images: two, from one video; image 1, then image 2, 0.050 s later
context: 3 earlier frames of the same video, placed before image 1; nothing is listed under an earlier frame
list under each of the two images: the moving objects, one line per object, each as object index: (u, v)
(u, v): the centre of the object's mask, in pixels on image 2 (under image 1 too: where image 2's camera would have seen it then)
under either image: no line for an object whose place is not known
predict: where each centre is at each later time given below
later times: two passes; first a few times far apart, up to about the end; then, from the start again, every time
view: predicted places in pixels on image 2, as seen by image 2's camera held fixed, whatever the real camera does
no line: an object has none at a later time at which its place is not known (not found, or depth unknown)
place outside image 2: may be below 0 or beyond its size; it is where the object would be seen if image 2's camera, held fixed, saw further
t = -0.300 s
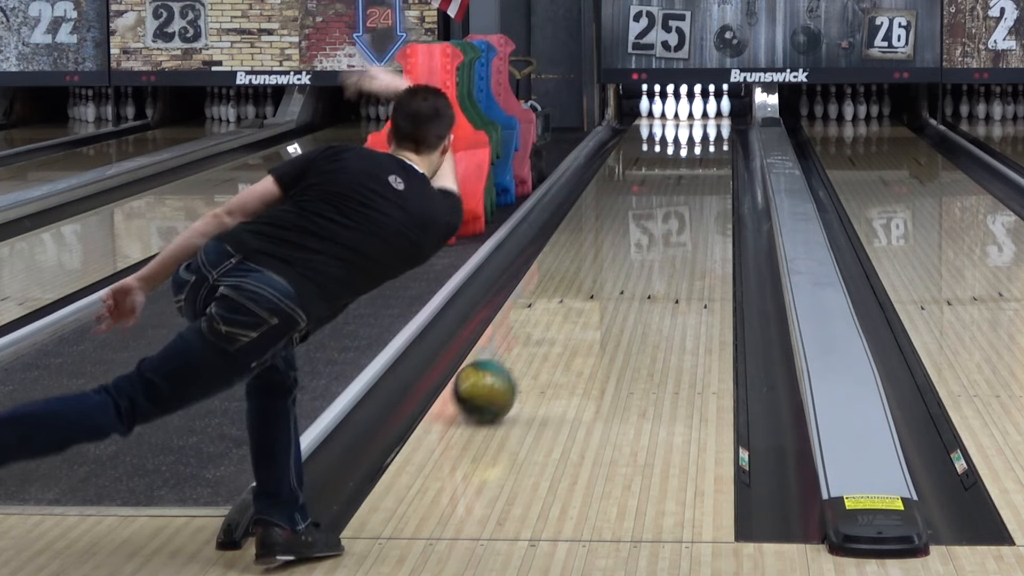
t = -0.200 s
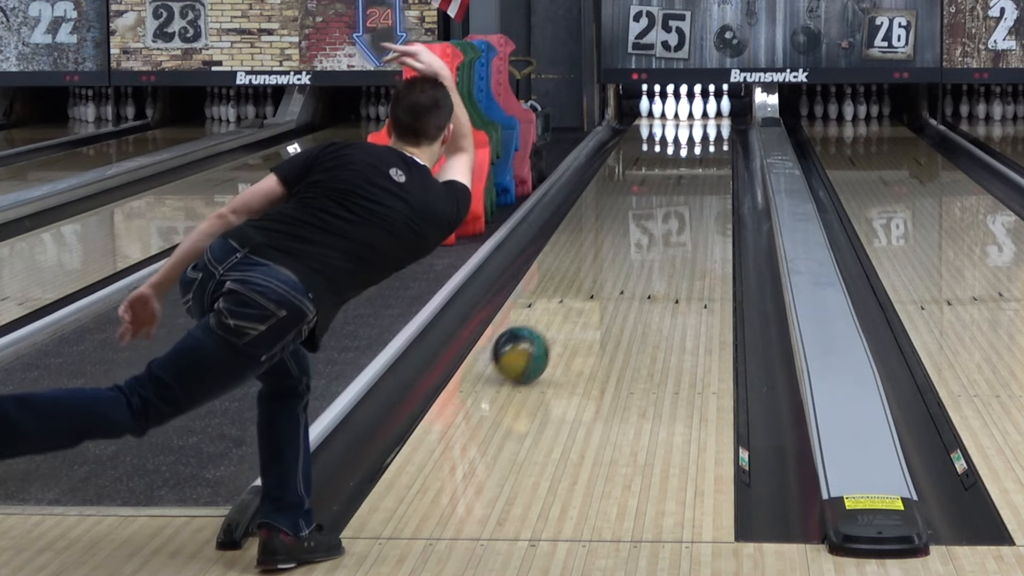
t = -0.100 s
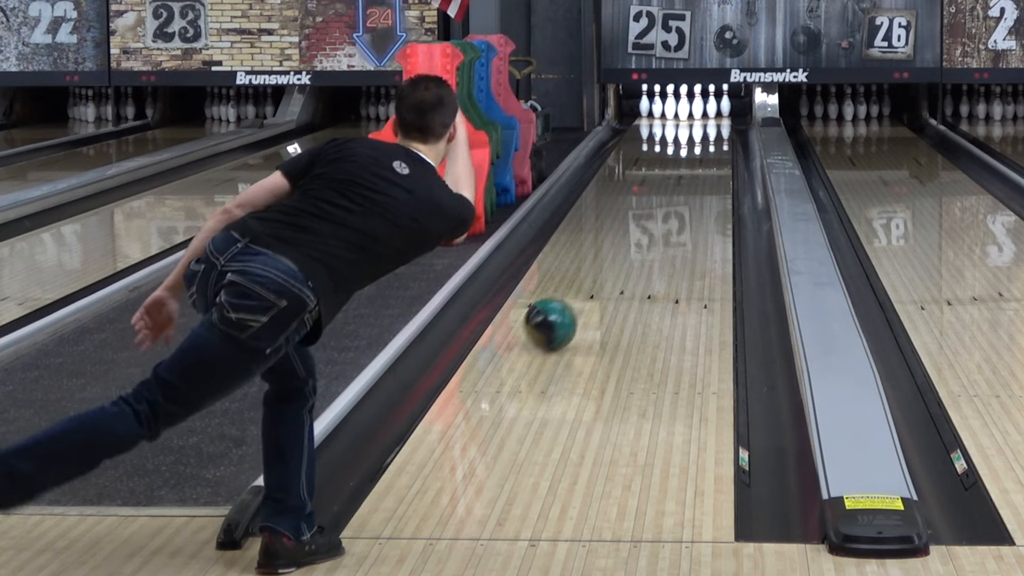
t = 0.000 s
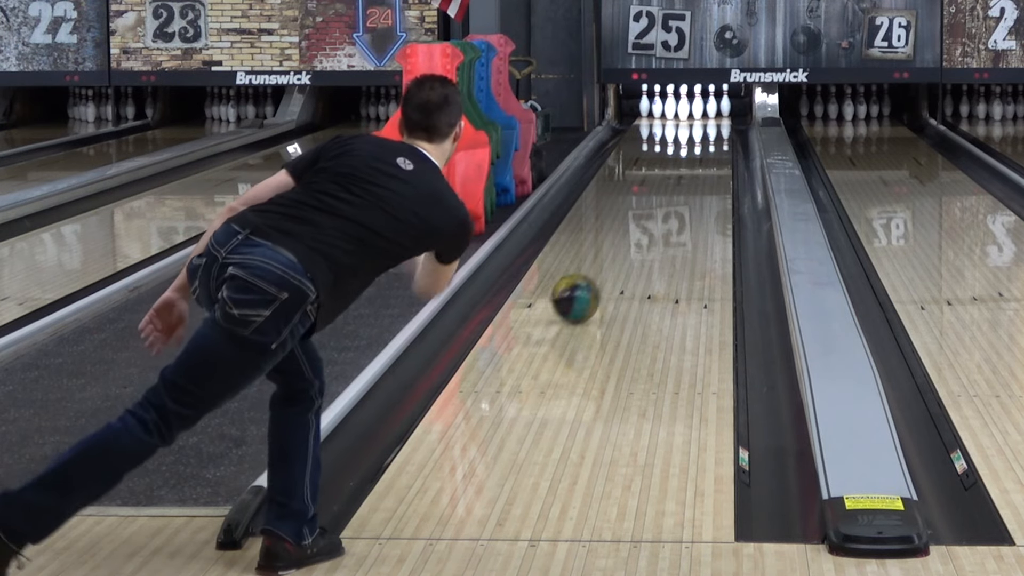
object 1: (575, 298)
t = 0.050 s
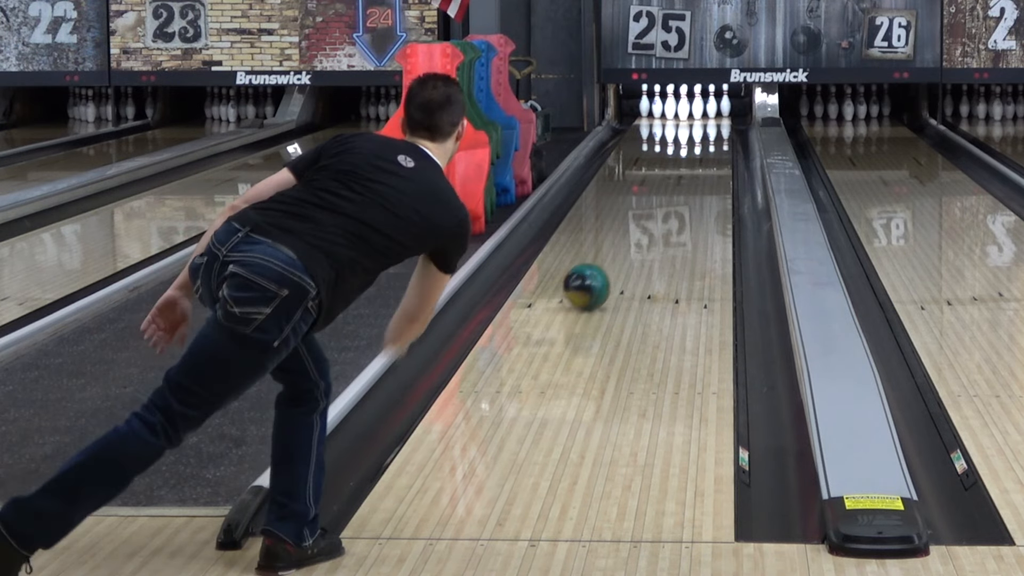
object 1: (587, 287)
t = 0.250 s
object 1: (623, 248)
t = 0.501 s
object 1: (657, 212)
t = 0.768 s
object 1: (682, 183)
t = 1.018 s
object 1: (699, 164)
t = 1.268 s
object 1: (711, 146)
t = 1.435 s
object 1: (713, 137)
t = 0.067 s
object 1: (590, 283)
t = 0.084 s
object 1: (594, 279)
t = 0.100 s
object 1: (597, 276)
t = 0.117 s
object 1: (600, 272)
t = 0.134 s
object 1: (603, 269)
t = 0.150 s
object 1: (606, 266)
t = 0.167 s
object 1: (609, 263)
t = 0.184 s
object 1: (612, 260)
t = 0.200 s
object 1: (615, 257)
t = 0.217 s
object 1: (618, 254)
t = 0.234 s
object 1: (621, 251)
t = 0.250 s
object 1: (623, 248)
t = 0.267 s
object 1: (626, 246)
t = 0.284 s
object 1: (629, 243)
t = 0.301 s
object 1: (631, 240)
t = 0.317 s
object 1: (633, 238)
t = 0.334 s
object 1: (636, 235)
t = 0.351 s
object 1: (638, 233)
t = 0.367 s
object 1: (641, 230)
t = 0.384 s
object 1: (642, 228)
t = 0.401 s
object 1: (644, 226)
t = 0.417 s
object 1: (647, 223)
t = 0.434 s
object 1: (649, 221)
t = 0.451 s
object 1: (650, 219)
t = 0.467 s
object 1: (653, 217)
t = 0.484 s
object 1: (655, 214)
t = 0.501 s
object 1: (657, 212)
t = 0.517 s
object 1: (658, 211)
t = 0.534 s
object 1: (660, 209)
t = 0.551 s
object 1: (662, 207)
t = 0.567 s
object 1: (664, 205)
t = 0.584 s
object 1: (665, 203)
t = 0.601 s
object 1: (667, 201)
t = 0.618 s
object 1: (669, 199)
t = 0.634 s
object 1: (670, 197)
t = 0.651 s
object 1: (672, 195)
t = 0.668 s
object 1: (674, 193)
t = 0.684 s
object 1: (675, 193)
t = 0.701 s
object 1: (676, 191)
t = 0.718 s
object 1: (677, 189)
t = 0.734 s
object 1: (679, 187)
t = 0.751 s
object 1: (681, 185)
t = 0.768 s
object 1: (682, 183)
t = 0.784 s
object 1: (683, 182)
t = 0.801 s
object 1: (684, 181)
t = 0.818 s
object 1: (686, 181)
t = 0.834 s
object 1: (687, 178)
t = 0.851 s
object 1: (688, 176)
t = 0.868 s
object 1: (689, 175)
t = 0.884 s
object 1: (691, 173)
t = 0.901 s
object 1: (692, 172)
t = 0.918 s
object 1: (693, 171)
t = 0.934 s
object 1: (694, 169)
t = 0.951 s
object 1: (695, 168)
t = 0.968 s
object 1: (696, 167)
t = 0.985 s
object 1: (697, 165)
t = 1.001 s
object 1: (698, 164)
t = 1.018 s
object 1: (699, 164)
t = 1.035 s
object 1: (700, 162)
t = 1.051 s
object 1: (700, 161)
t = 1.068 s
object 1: (701, 159)
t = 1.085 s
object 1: (702, 158)
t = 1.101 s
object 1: (704, 157)
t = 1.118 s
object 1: (705, 156)
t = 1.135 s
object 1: (705, 155)
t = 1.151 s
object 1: (706, 154)
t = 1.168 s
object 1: (707, 153)
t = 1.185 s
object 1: (707, 152)
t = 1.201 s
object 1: (708, 151)
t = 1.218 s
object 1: (709, 149)
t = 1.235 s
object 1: (709, 148)
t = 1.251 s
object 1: (710, 147)
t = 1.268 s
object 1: (711, 146)
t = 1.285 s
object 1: (711, 145)
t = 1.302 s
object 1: (712, 144)
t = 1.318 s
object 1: (712, 143)
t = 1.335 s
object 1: (712, 142)
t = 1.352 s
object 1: (712, 141)
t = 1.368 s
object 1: (712, 141)
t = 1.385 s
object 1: (713, 140)
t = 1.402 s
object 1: (713, 139)
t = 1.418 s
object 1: (713, 138)
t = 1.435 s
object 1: (713, 137)
